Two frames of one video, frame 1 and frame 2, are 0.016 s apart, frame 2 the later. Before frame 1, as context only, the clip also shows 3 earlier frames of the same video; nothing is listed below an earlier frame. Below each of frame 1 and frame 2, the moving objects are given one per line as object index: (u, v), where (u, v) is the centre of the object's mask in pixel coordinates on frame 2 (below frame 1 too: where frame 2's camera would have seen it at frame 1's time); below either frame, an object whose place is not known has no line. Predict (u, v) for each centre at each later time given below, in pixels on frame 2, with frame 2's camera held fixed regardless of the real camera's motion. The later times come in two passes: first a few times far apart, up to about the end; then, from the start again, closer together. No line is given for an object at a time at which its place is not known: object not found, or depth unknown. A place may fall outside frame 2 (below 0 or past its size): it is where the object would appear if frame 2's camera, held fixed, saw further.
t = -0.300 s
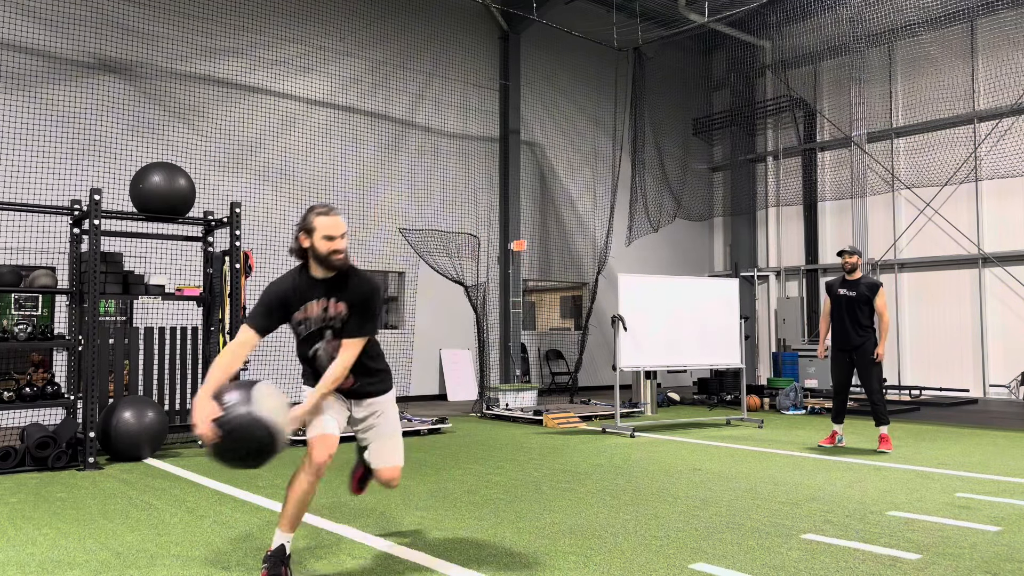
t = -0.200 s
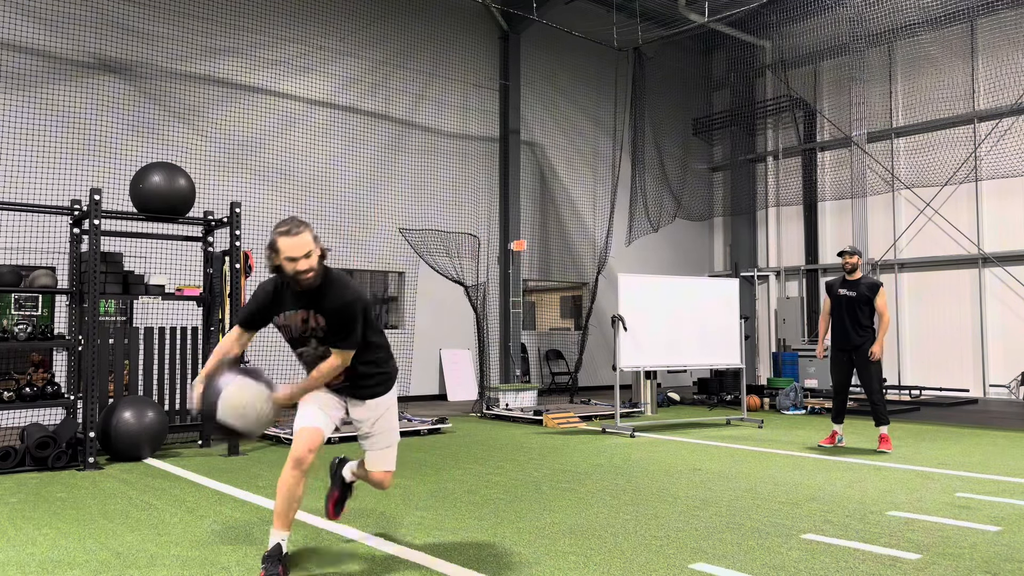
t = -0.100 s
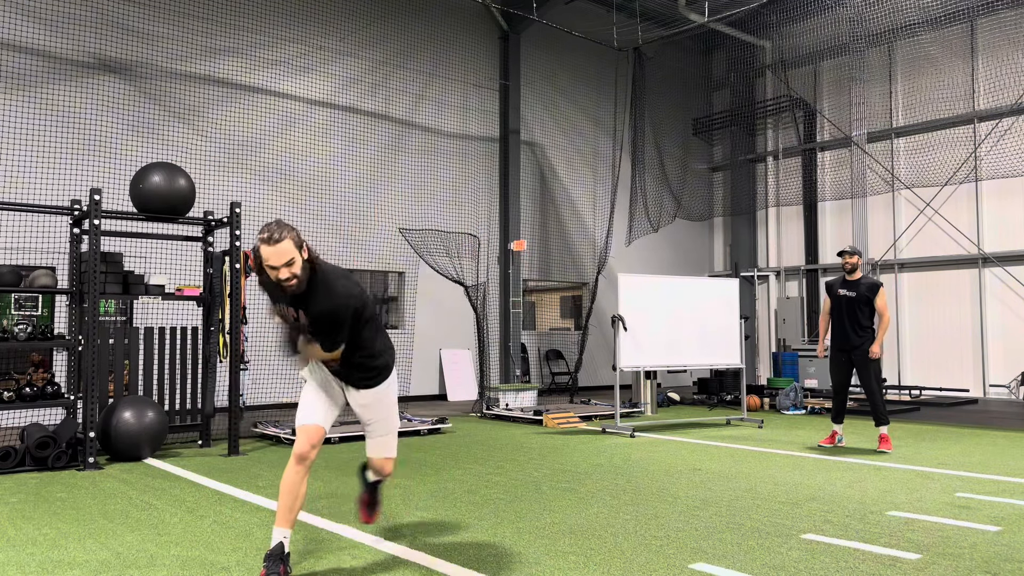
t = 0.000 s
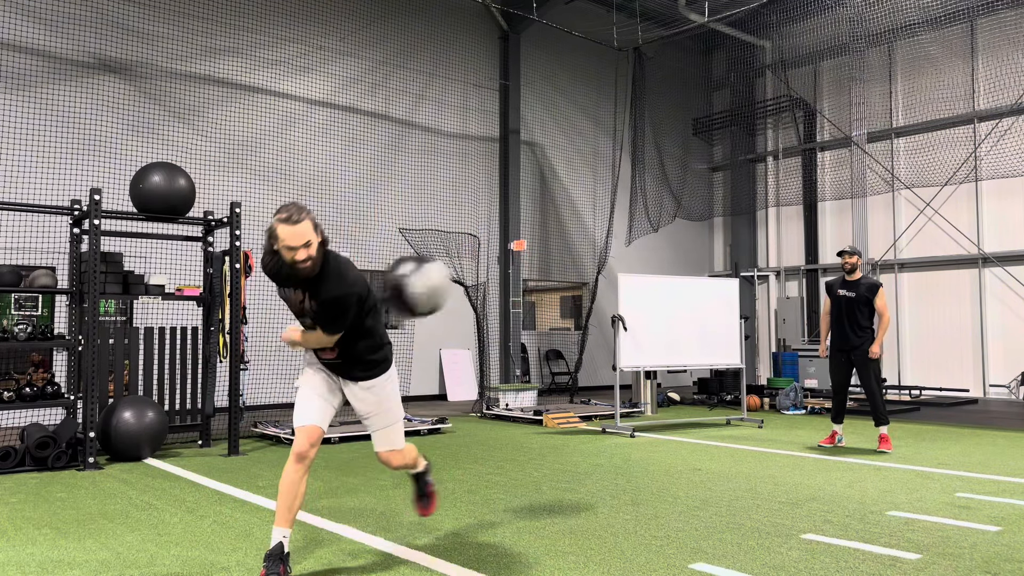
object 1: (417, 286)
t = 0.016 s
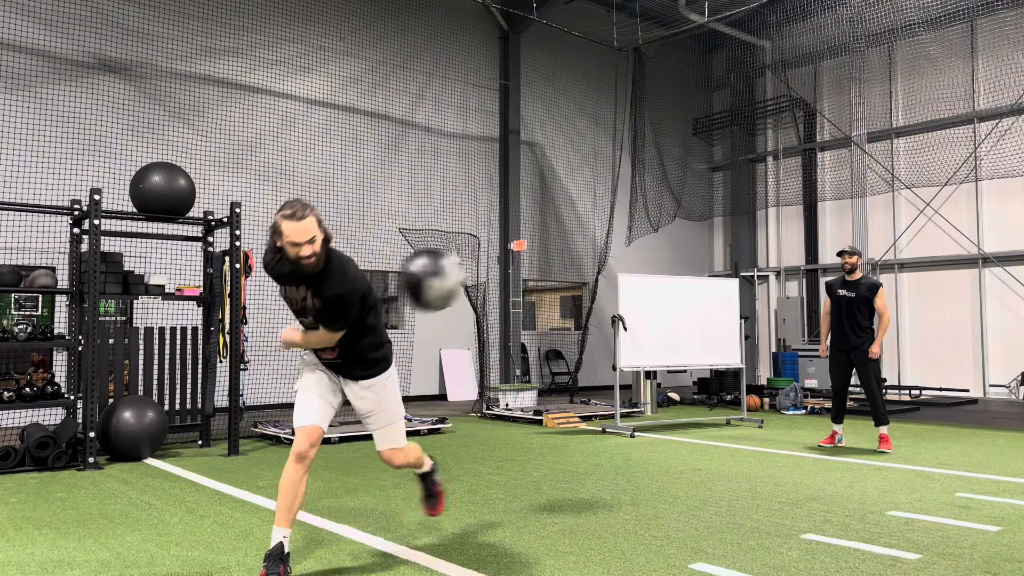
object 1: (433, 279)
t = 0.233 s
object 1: (600, 245)
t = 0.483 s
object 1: (755, 294)
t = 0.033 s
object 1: (446, 274)
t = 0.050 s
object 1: (460, 268)
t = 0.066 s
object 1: (473, 261)
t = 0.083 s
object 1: (487, 258)
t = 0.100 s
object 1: (501, 254)
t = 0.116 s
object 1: (516, 253)
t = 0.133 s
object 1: (529, 251)
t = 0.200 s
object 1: (576, 246)
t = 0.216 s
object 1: (588, 246)
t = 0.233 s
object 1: (600, 245)
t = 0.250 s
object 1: (611, 247)
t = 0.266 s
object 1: (623, 248)
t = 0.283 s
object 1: (635, 250)
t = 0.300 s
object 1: (644, 251)
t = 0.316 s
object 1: (656, 255)
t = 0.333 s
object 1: (664, 256)
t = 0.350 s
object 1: (673, 258)
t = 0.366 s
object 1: (684, 260)
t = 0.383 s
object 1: (695, 264)
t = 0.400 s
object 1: (706, 268)
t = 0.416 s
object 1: (715, 273)
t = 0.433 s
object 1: (727, 278)
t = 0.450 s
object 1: (736, 283)
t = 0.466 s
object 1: (746, 290)
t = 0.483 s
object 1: (755, 294)
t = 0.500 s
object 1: (763, 299)
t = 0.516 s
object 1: (773, 305)
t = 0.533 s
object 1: (781, 312)
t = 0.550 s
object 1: (791, 319)
